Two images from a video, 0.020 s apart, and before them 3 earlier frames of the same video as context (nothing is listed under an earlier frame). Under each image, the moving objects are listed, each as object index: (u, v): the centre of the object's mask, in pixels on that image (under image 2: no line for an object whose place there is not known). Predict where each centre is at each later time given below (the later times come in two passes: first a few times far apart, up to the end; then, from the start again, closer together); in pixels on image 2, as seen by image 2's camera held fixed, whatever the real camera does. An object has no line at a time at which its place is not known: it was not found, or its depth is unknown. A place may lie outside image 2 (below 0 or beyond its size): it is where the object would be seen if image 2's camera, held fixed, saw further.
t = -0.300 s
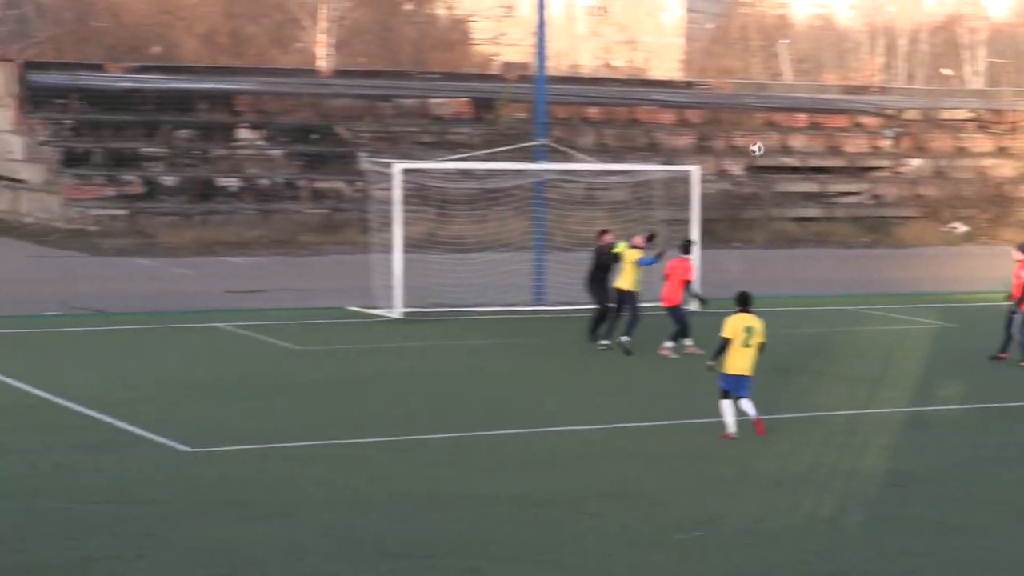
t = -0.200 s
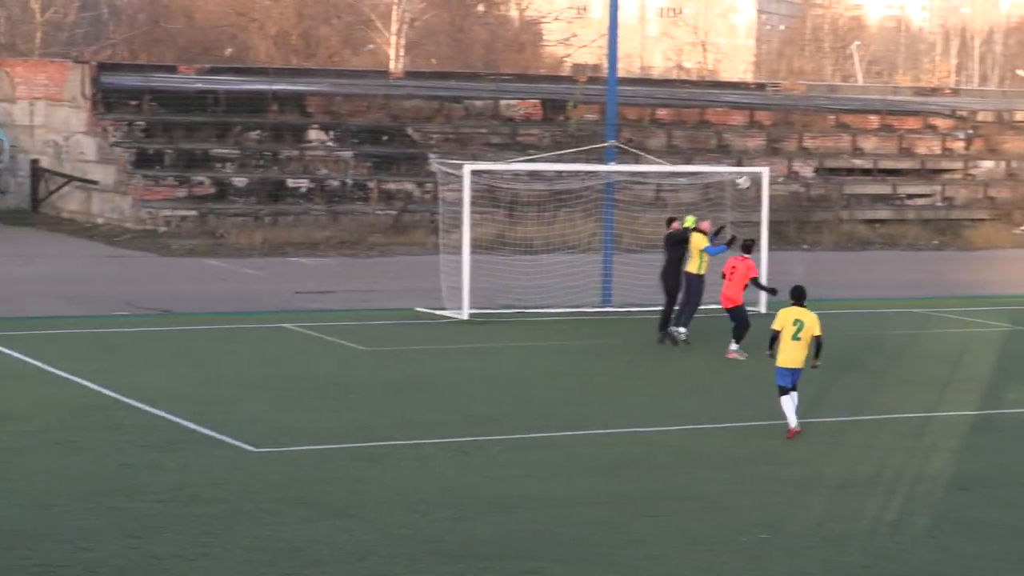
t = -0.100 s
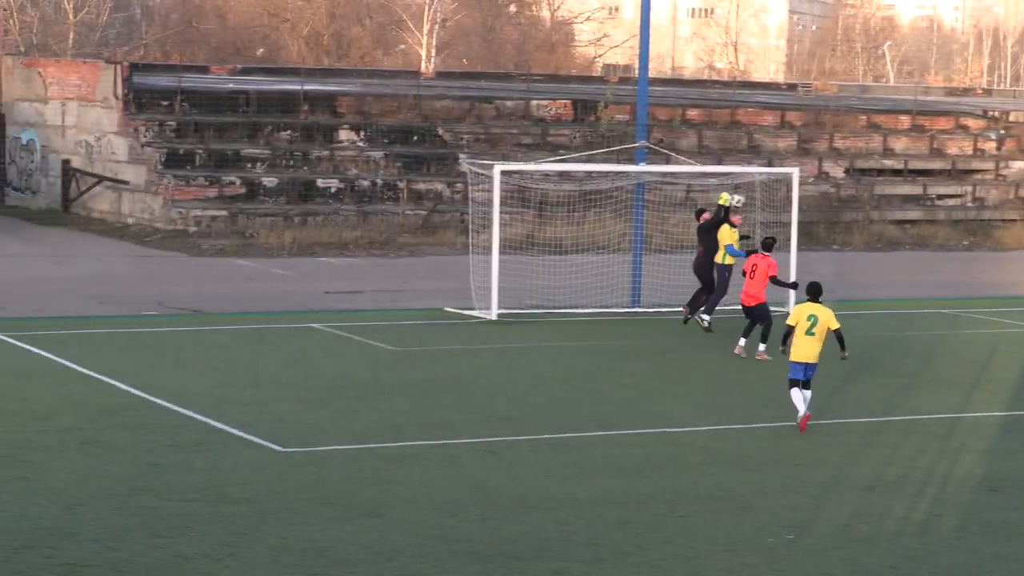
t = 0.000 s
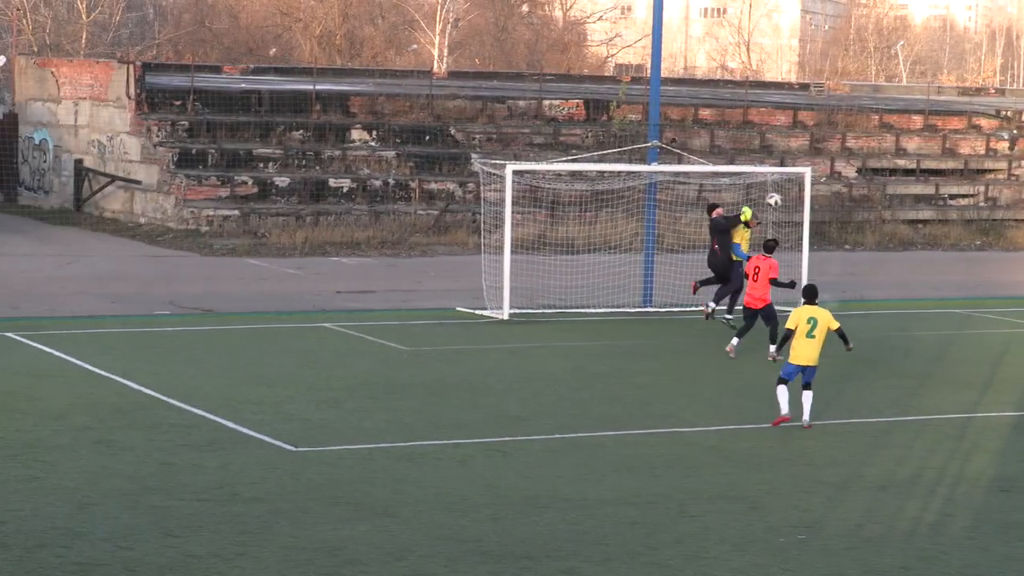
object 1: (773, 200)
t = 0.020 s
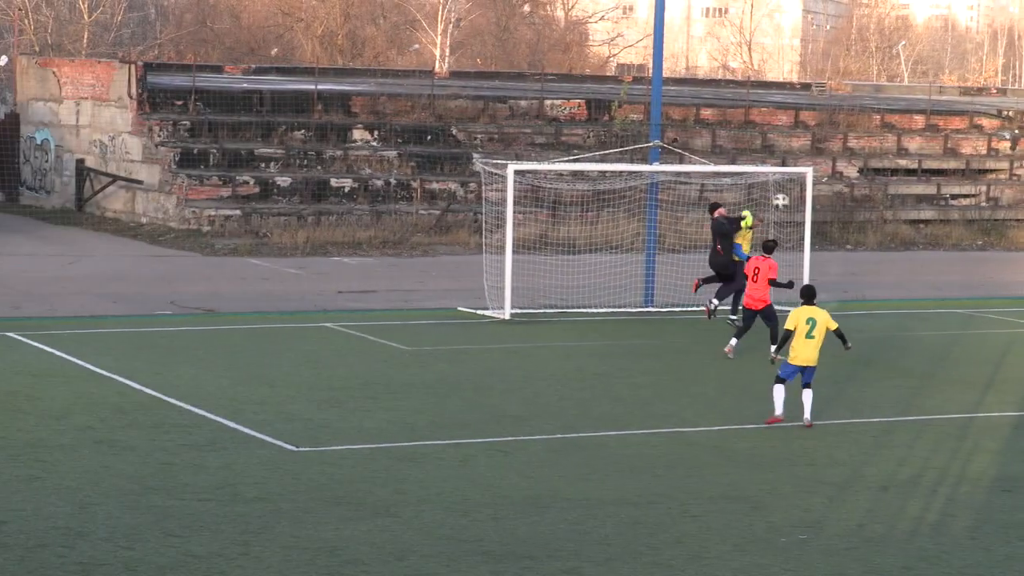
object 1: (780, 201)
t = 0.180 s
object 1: (820, 221)
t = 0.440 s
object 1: (879, 309)
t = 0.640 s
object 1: (920, 430)
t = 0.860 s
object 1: (977, 381)
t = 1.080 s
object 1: (1037, 366)
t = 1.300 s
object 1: (1096, 402)
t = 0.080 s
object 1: (795, 206)
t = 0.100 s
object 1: (800, 209)
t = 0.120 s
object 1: (805, 211)
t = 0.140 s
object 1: (810, 215)
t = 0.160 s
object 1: (815, 218)
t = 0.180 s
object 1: (820, 221)
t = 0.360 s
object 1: (862, 274)
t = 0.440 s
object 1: (879, 309)
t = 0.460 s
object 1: (884, 318)
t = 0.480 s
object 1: (888, 329)
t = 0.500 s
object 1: (892, 340)
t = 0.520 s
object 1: (896, 351)
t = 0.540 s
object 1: (901, 363)
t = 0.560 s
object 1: (904, 376)
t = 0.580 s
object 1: (908, 388)
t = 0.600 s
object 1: (912, 401)
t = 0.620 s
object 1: (916, 416)
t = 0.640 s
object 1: (920, 430)
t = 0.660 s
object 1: (923, 434)
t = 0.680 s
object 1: (929, 428)
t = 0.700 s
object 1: (934, 421)
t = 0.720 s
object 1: (940, 414)
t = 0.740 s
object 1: (944, 408)
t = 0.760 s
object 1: (951, 403)
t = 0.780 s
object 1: (955, 398)
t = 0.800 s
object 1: (961, 393)
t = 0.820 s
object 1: (966, 389)
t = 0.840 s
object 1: (972, 384)
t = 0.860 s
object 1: (977, 381)
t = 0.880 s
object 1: (983, 377)
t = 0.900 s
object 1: (988, 374)
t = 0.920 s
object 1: (994, 372)
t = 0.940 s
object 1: (999, 370)
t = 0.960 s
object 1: (1006, 368)
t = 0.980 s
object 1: (1011, 366)
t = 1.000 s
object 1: (1016, 366)
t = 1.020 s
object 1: (1021, 365)
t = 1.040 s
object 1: (1027, 365)
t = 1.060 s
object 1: (1032, 365)
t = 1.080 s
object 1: (1037, 366)
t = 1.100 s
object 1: (1043, 367)
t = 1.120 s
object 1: (1049, 368)
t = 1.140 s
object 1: (1054, 370)
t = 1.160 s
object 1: (1059, 372)
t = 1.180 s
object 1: (1064, 375)
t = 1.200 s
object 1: (1069, 379)
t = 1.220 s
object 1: (1075, 382)
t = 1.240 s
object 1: (1081, 387)
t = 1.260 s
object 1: (1085, 391)
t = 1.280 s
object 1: (1091, 396)
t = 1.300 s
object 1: (1096, 402)
